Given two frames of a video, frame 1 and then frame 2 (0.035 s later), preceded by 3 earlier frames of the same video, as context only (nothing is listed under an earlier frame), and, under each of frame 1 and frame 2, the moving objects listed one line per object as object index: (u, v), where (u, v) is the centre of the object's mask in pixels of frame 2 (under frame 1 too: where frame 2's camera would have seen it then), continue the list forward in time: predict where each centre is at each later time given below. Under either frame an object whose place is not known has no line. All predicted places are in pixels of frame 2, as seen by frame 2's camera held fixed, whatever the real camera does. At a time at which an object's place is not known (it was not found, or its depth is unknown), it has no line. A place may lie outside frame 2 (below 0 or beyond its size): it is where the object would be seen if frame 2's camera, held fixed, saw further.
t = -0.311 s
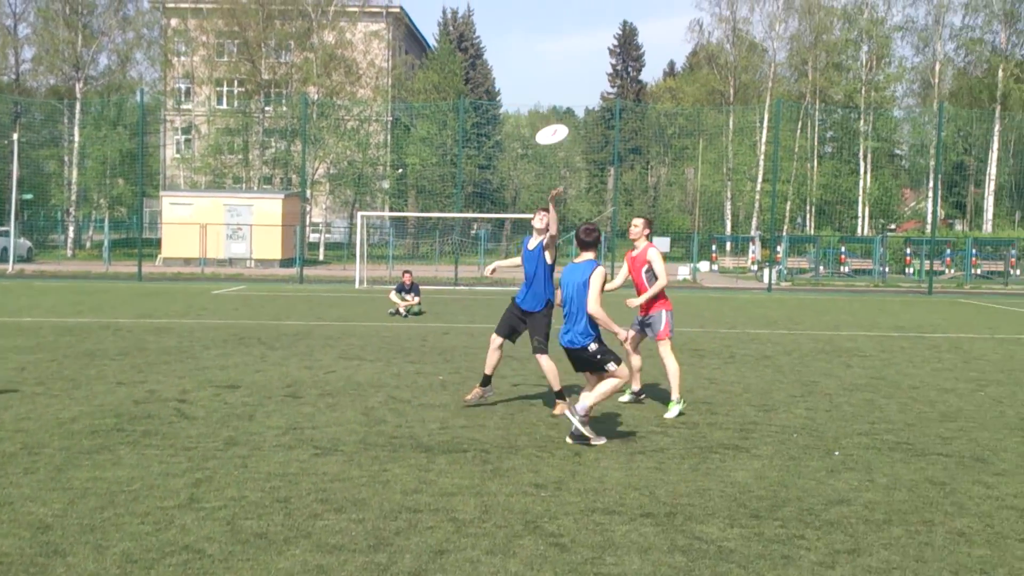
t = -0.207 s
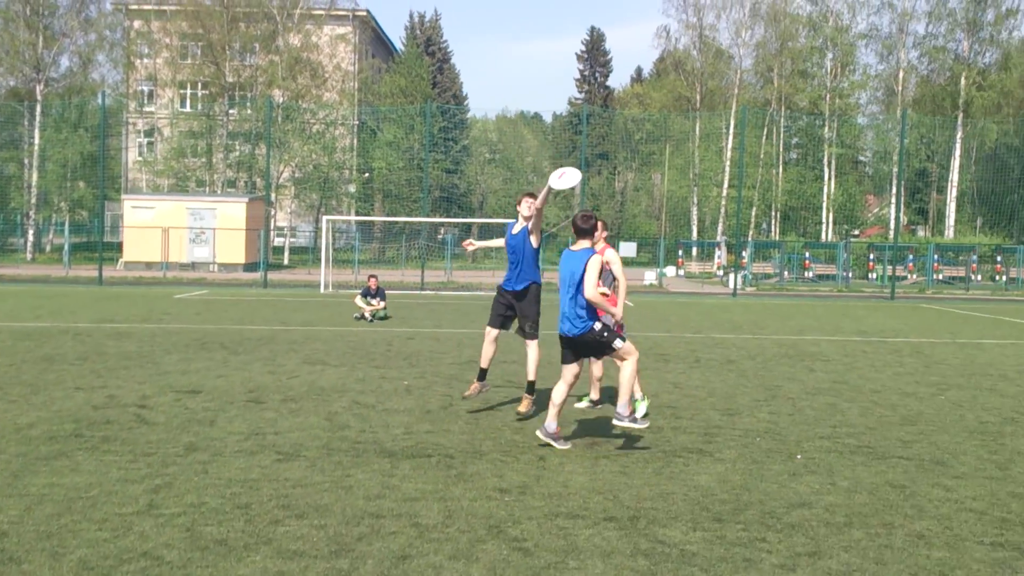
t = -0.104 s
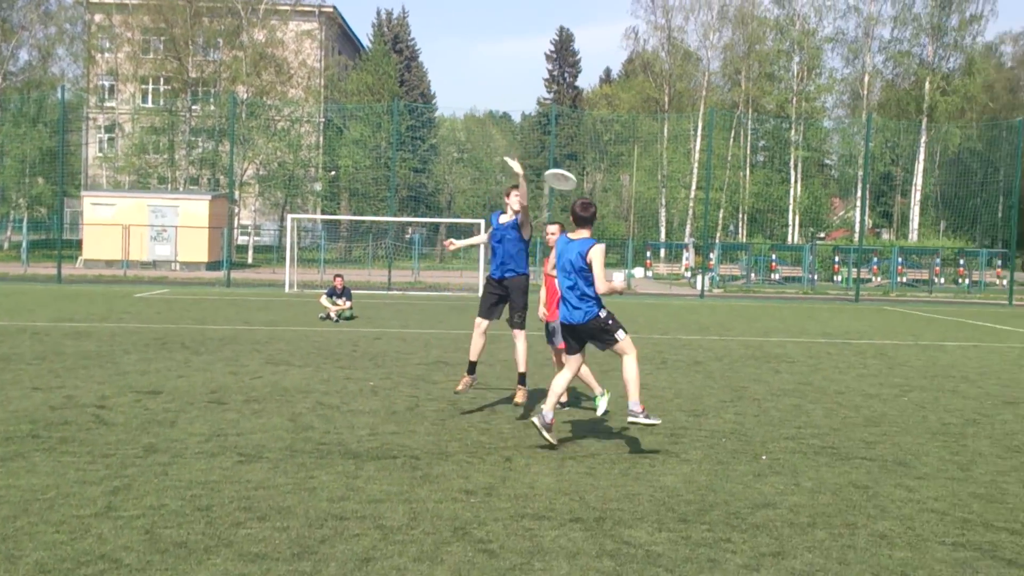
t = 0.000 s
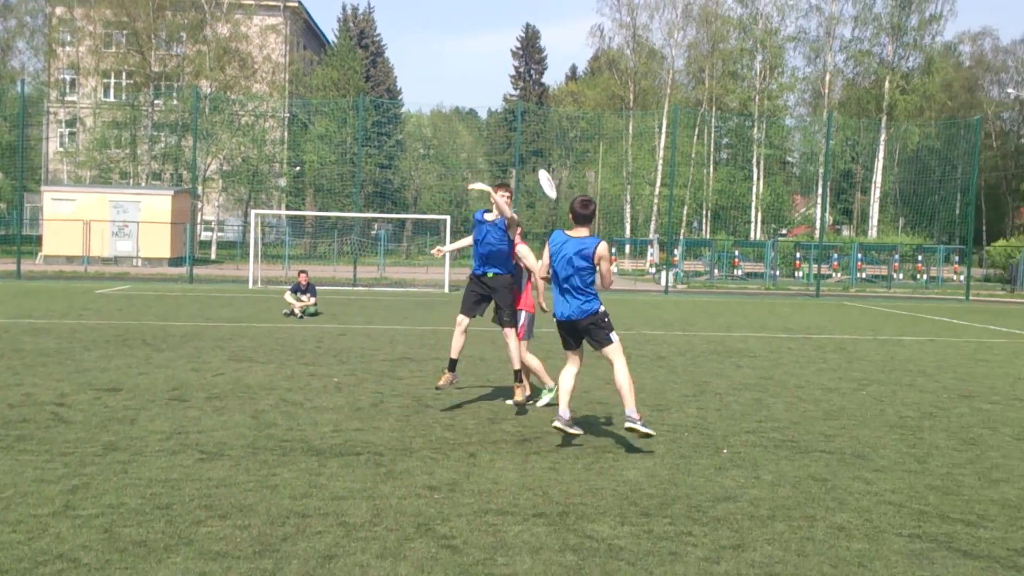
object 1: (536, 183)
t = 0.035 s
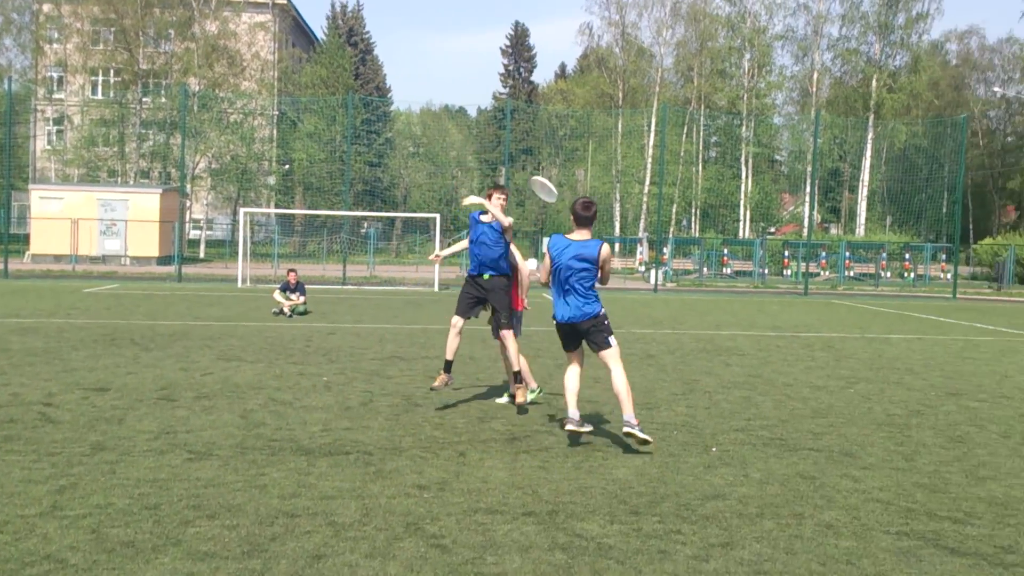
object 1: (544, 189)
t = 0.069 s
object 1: (552, 196)
